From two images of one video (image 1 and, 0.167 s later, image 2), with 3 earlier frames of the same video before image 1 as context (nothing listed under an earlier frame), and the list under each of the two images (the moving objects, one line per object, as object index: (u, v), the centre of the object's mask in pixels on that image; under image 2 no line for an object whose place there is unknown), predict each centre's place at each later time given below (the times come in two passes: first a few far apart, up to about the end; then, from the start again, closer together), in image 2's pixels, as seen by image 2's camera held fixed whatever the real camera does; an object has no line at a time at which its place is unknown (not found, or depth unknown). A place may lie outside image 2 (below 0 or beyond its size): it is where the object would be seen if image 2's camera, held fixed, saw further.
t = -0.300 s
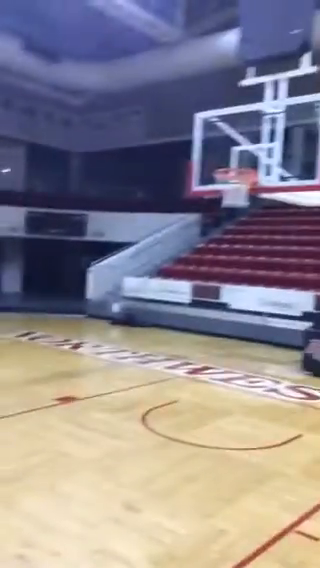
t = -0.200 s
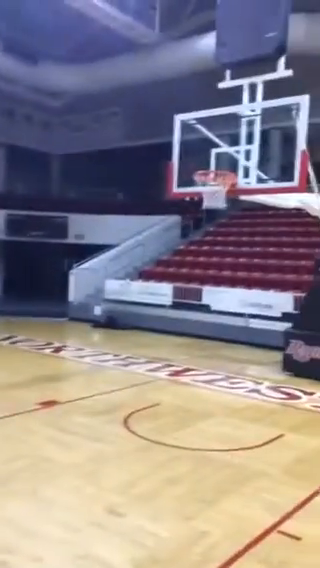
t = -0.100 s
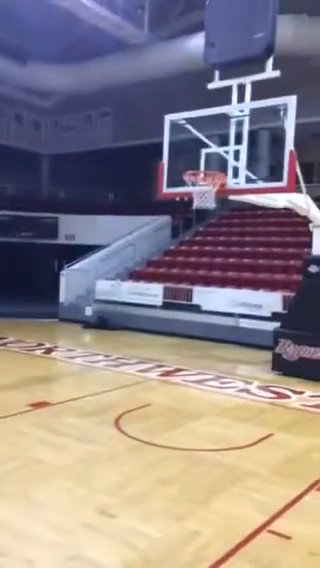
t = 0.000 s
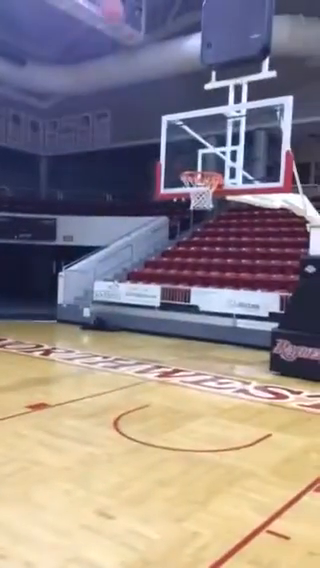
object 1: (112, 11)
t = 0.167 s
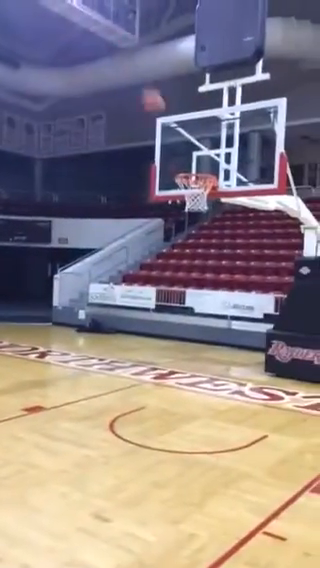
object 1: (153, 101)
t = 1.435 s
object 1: (248, 456)
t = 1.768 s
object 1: (284, 346)
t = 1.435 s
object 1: (248, 456)
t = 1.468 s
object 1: (248, 488)
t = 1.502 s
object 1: (251, 490)
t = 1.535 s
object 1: (256, 471)
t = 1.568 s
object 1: (259, 449)
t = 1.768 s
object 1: (284, 346)
